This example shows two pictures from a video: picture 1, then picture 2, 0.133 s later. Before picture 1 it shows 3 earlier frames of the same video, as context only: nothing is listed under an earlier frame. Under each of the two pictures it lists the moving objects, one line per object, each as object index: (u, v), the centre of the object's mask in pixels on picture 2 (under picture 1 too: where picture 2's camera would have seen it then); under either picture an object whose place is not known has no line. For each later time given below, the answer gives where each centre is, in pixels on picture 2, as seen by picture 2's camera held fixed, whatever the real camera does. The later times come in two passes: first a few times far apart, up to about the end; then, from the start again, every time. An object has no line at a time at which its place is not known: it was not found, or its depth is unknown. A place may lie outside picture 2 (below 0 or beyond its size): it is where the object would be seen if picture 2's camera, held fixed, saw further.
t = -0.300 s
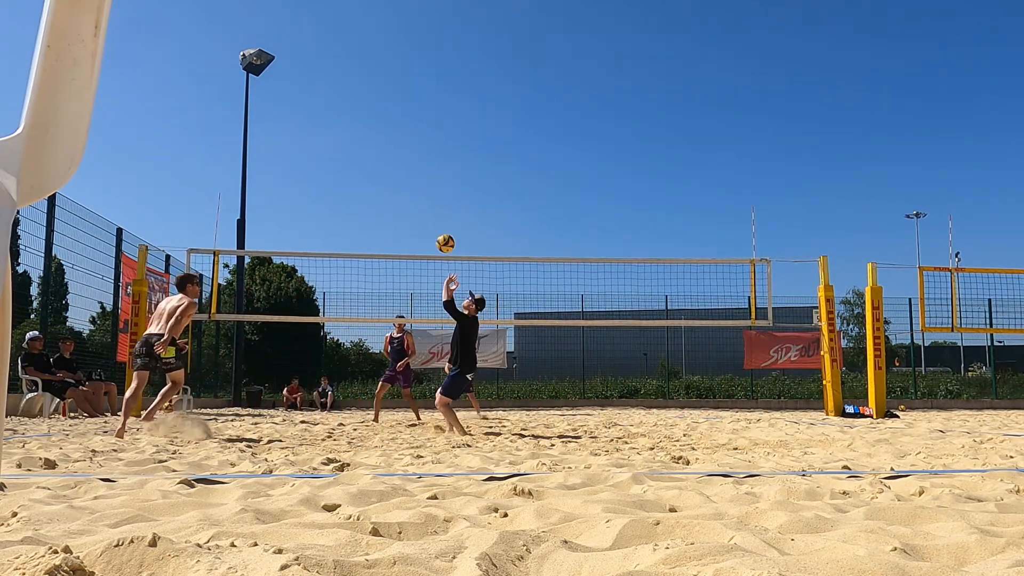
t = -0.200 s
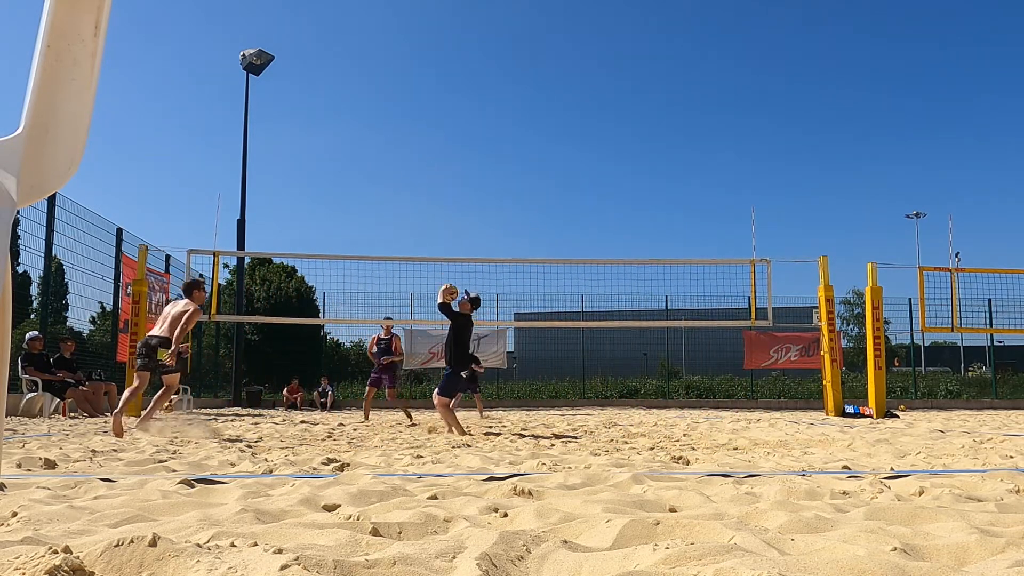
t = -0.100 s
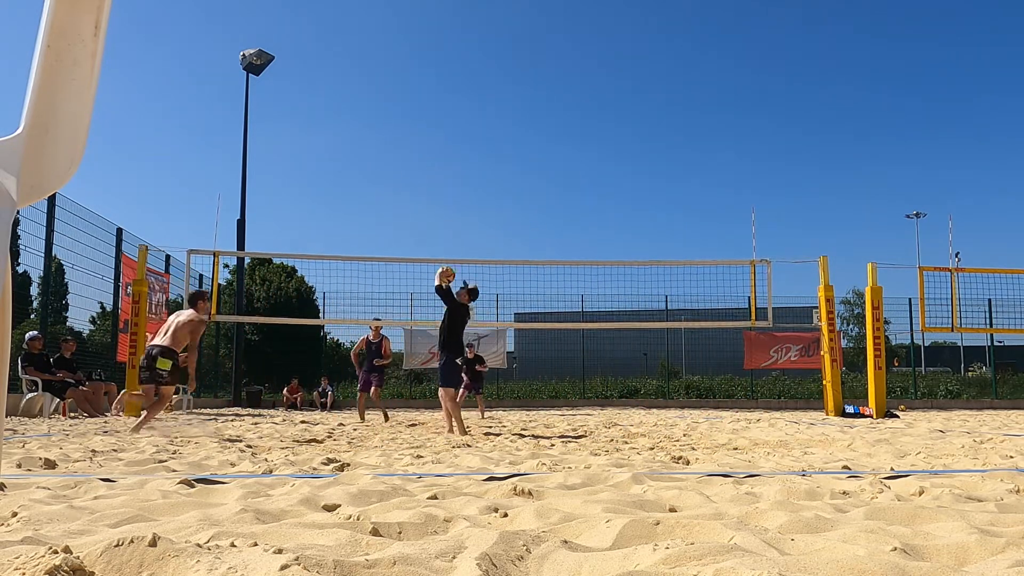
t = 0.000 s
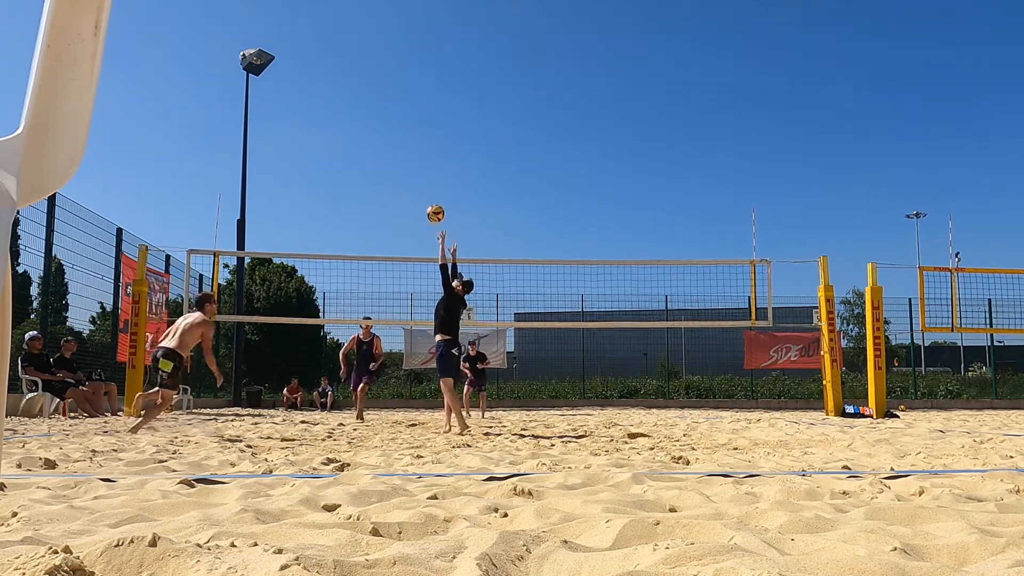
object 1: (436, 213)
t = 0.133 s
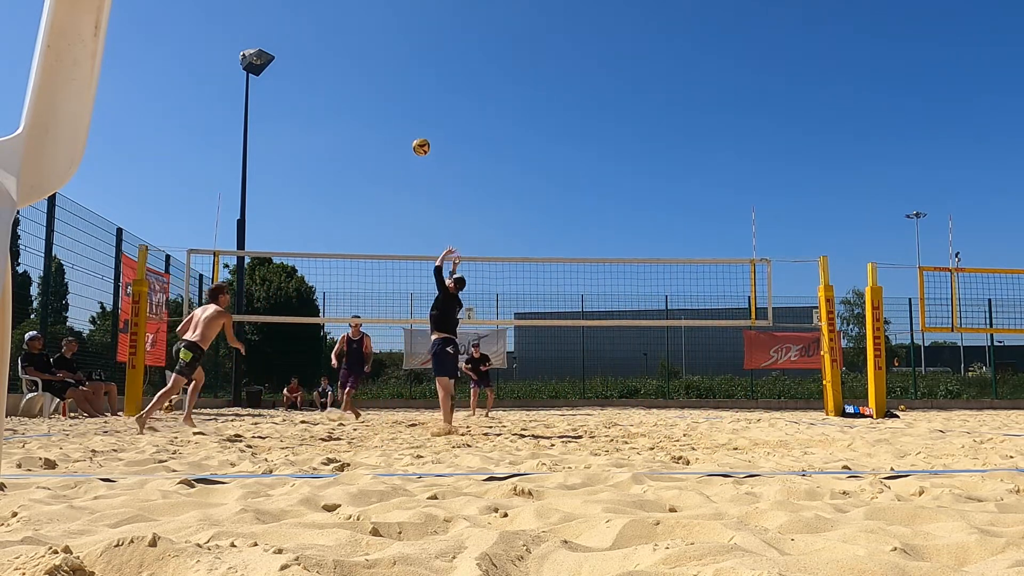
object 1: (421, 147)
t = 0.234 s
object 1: (410, 108)
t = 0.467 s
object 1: (385, 51)
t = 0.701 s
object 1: (360, 36)
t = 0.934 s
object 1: (336, 61)
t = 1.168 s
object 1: (311, 125)
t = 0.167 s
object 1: (418, 133)
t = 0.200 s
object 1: (414, 120)
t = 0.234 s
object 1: (410, 108)
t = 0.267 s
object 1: (407, 97)
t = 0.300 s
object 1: (403, 87)
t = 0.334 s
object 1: (400, 78)
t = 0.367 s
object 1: (396, 70)
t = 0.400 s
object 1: (393, 63)
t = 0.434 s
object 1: (389, 56)
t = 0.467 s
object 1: (385, 51)
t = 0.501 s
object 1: (382, 46)
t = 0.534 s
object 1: (378, 43)
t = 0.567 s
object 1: (375, 39)
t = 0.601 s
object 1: (371, 37)
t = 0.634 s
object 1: (368, 36)
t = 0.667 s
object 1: (364, 36)
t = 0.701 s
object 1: (360, 36)
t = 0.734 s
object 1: (357, 37)
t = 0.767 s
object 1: (353, 39)
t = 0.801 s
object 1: (350, 42)
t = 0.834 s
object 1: (346, 46)
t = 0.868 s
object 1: (343, 50)
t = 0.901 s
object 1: (339, 56)
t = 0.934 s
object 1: (336, 61)
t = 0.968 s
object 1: (332, 68)
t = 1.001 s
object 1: (329, 76)
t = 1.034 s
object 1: (325, 84)
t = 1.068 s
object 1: (322, 93)
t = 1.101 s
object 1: (318, 103)
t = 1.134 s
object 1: (315, 114)
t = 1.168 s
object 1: (311, 125)
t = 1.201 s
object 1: (308, 137)
